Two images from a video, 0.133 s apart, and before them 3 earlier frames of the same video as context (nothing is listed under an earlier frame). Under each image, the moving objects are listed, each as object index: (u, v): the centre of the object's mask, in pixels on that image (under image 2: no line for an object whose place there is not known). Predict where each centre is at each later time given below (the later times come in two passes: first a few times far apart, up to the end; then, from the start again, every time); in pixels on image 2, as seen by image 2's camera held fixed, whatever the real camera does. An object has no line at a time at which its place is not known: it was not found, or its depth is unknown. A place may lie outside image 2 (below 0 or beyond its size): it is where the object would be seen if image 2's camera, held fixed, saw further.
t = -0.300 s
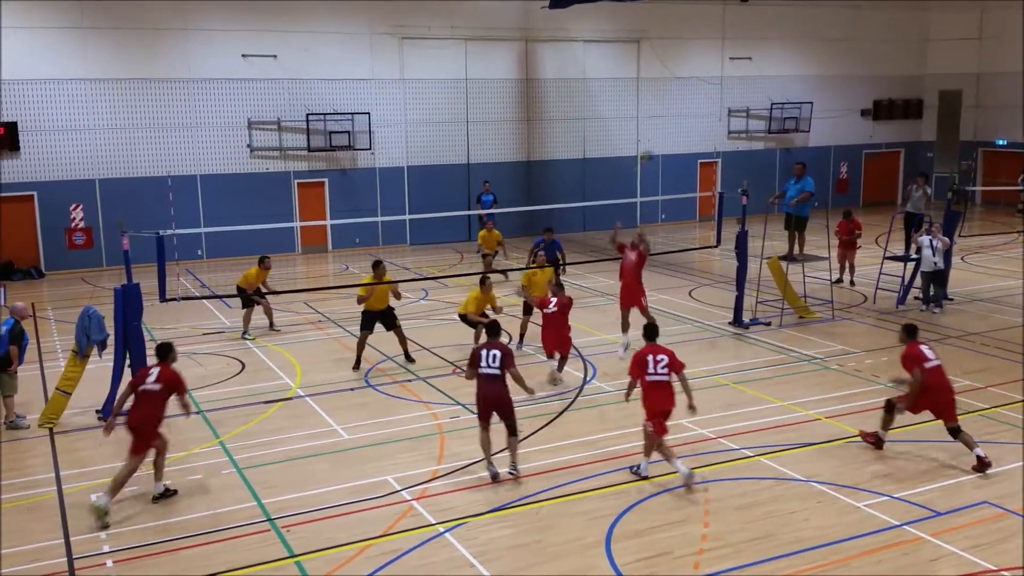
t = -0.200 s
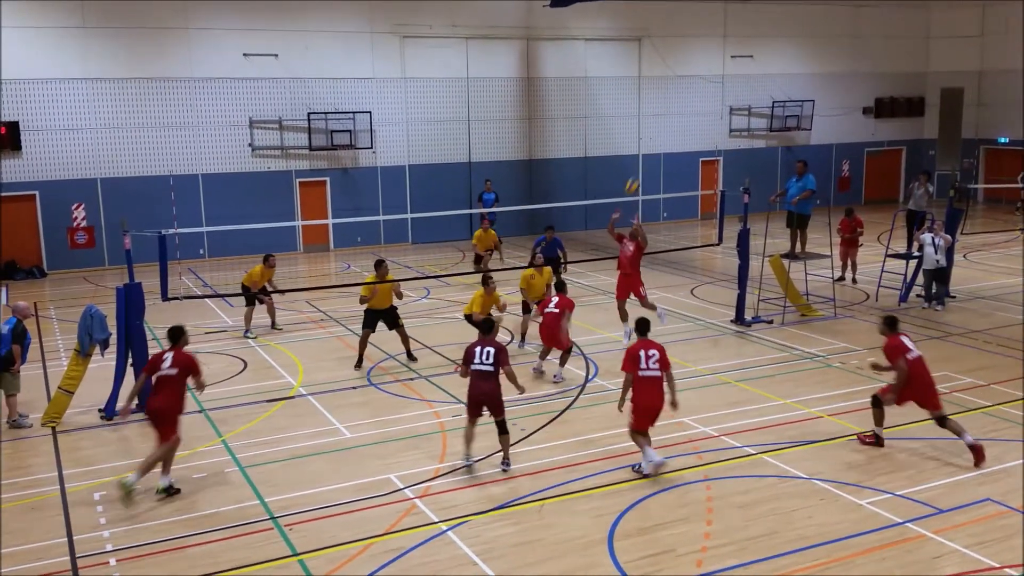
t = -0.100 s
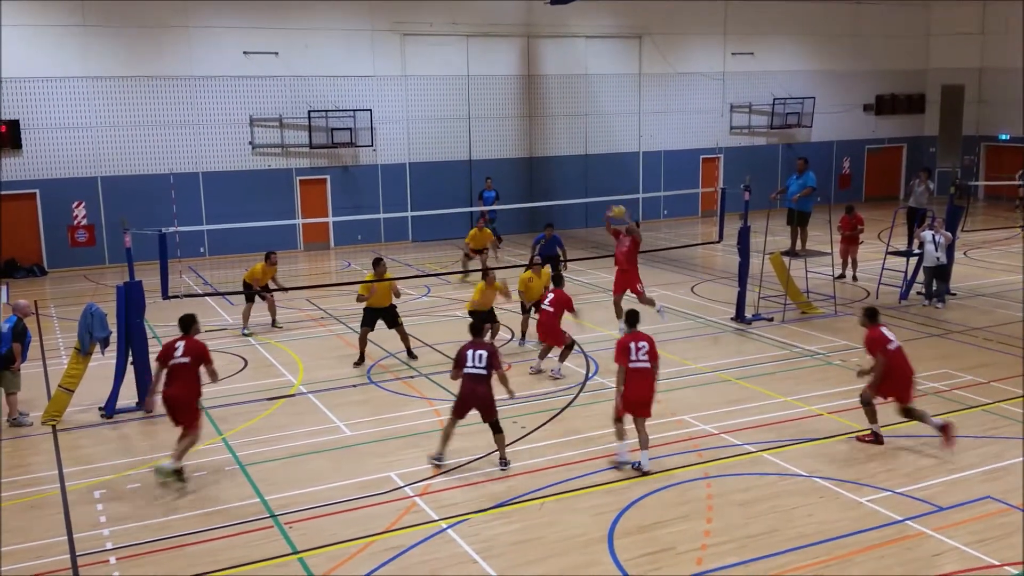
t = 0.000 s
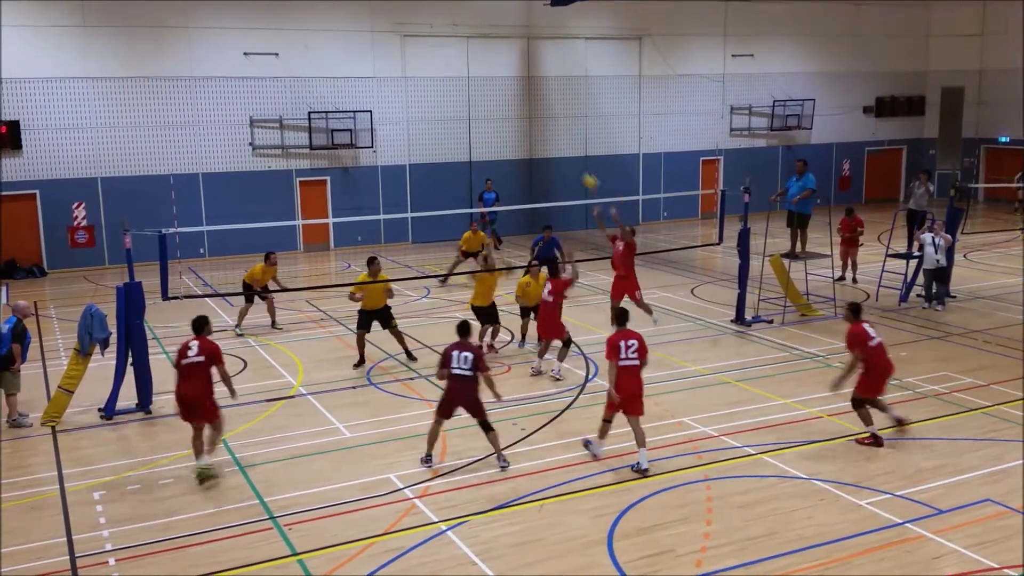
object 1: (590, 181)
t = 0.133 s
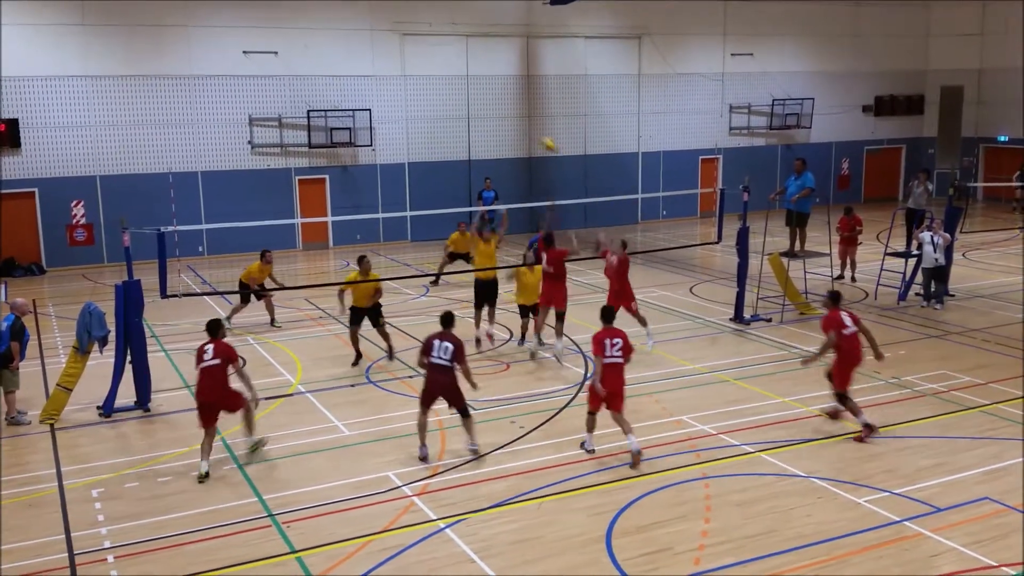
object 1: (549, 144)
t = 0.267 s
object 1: (510, 119)
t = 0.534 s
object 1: (426, 105)
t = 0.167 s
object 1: (539, 137)
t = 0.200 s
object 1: (528, 130)
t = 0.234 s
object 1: (519, 125)
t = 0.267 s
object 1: (510, 119)
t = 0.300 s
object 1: (500, 116)
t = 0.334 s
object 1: (489, 112)
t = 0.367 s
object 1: (479, 109)
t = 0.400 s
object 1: (468, 107)
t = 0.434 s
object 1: (458, 106)
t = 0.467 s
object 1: (448, 105)
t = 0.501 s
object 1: (435, 105)
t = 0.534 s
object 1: (426, 105)
